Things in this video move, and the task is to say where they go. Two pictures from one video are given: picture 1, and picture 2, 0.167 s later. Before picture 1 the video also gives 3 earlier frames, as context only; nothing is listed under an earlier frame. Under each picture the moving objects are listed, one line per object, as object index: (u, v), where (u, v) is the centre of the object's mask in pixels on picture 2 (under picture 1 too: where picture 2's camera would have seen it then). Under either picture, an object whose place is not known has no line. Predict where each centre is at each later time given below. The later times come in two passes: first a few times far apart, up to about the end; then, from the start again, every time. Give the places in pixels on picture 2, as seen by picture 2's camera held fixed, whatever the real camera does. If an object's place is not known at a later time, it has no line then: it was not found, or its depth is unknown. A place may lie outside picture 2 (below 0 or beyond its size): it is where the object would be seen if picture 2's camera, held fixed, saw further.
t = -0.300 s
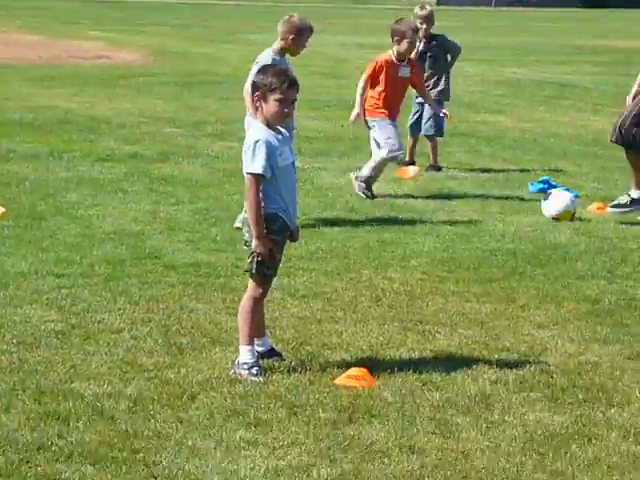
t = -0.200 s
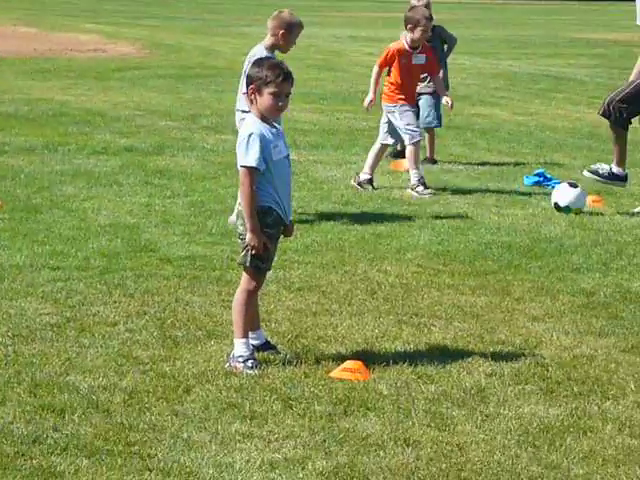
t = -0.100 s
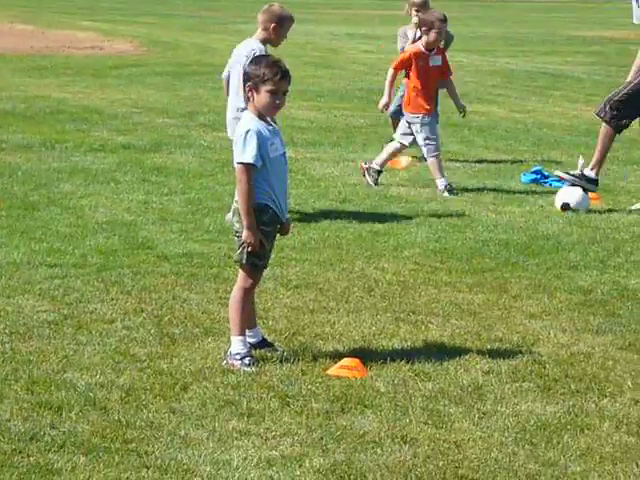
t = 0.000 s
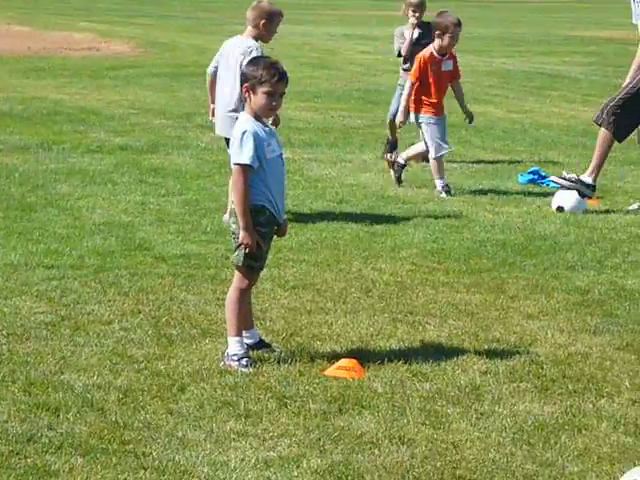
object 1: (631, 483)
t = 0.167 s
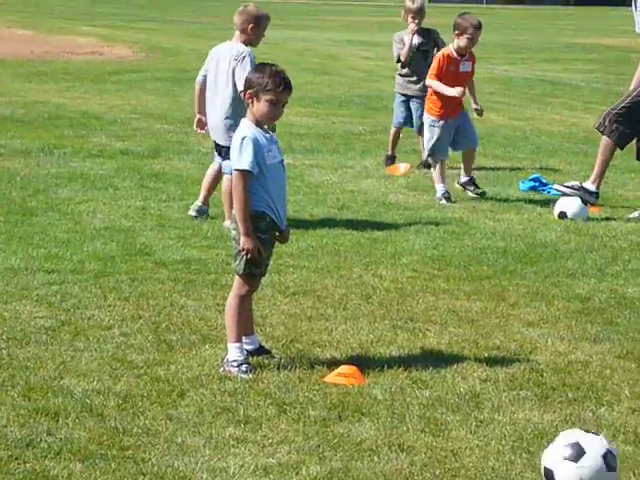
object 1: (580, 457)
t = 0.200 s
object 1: (569, 452)
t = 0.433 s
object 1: (508, 418)
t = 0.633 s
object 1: (470, 392)
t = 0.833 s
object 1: (435, 375)
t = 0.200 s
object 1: (569, 452)
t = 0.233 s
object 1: (560, 448)
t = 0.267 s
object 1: (550, 444)
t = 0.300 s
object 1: (541, 441)
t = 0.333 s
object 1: (532, 434)
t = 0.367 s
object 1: (524, 427)
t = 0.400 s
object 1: (516, 422)
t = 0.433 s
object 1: (508, 418)
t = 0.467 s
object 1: (500, 413)
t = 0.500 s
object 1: (493, 409)
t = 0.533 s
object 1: (487, 406)
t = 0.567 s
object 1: (480, 401)
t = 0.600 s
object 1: (474, 395)
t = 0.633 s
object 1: (470, 392)
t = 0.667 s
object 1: (464, 387)
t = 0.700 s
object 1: (458, 386)
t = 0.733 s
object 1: (452, 382)
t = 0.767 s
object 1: (447, 380)
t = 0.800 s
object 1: (442, 378)
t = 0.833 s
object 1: (435, 375)
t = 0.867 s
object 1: (430, 370)
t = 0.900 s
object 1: (425, 367)
